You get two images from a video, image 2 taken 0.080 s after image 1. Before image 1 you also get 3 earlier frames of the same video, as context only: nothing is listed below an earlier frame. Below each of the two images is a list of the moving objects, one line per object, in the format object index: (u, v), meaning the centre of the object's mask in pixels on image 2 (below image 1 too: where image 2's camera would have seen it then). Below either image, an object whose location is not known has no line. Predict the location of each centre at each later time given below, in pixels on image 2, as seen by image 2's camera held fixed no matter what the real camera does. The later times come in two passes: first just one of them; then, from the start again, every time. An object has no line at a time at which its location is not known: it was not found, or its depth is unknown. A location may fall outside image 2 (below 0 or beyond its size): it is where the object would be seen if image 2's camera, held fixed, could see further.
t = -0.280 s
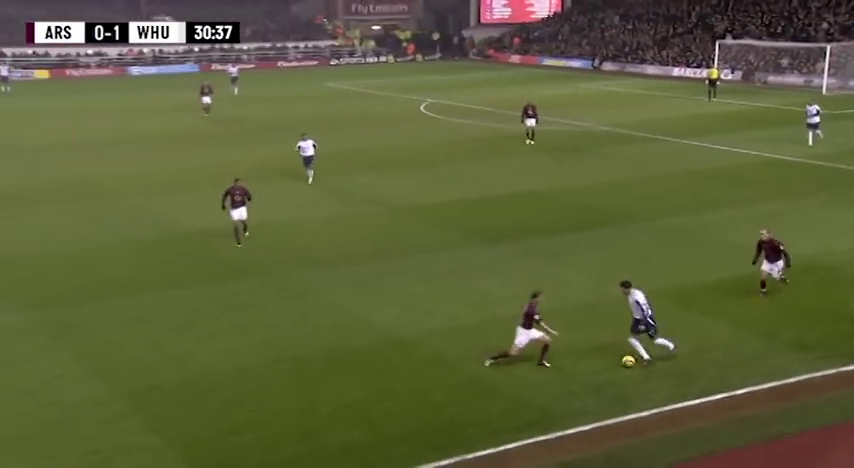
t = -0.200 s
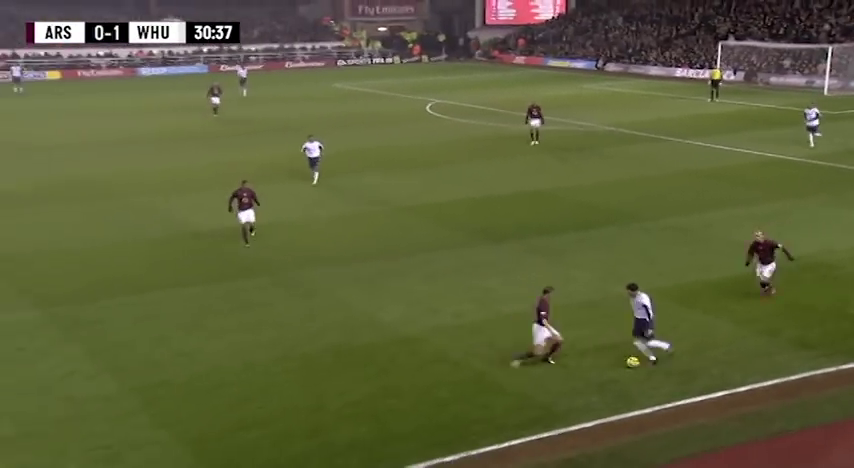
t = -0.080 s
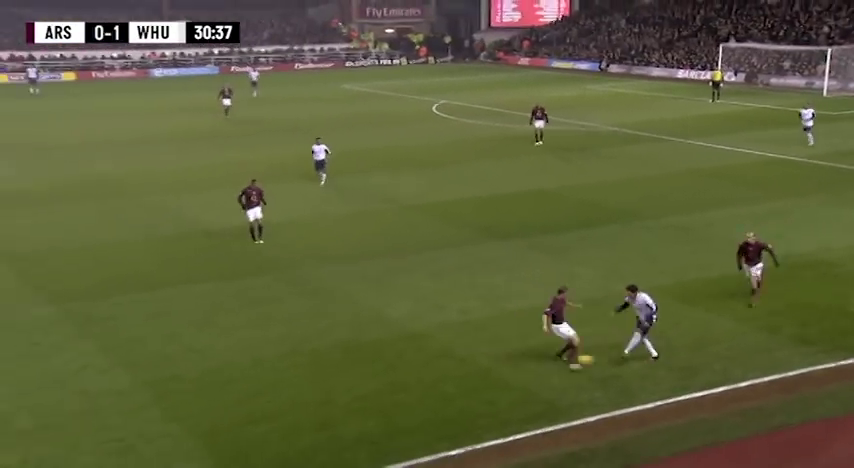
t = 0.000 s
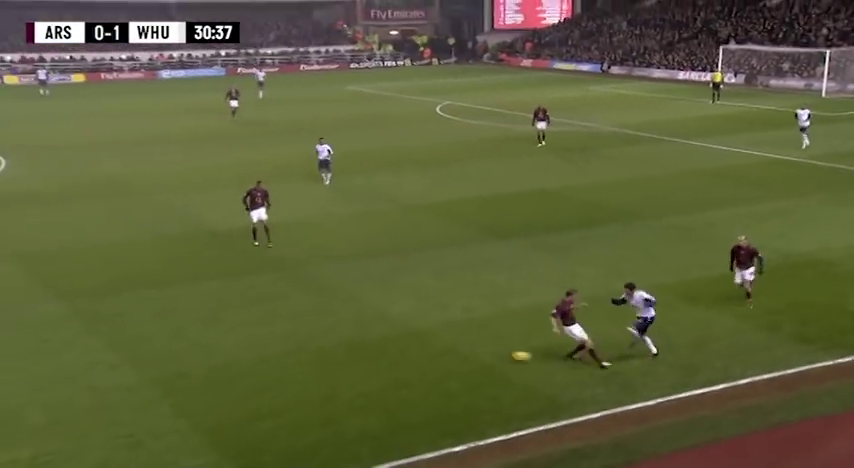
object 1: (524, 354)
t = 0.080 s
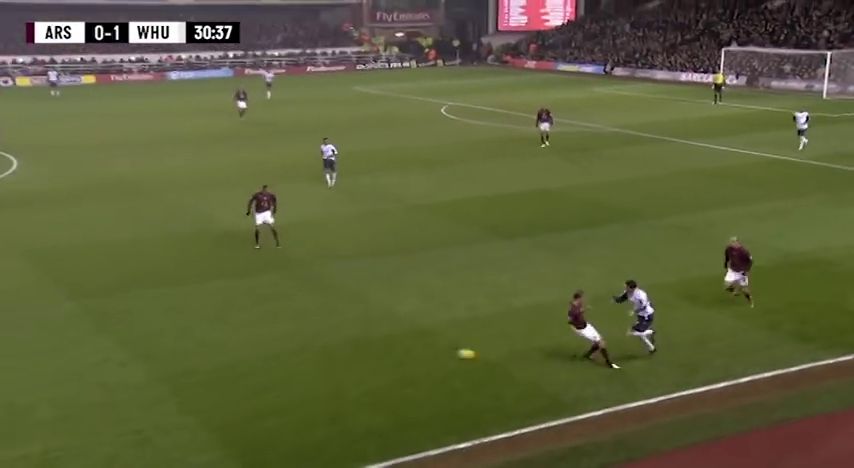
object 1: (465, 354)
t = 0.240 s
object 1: (358, 354)
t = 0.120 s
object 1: (437, 354)
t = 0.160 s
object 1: (410, 353)
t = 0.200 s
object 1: (384, 353)
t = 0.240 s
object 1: (358, 354)
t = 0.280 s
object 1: (333, 353)
